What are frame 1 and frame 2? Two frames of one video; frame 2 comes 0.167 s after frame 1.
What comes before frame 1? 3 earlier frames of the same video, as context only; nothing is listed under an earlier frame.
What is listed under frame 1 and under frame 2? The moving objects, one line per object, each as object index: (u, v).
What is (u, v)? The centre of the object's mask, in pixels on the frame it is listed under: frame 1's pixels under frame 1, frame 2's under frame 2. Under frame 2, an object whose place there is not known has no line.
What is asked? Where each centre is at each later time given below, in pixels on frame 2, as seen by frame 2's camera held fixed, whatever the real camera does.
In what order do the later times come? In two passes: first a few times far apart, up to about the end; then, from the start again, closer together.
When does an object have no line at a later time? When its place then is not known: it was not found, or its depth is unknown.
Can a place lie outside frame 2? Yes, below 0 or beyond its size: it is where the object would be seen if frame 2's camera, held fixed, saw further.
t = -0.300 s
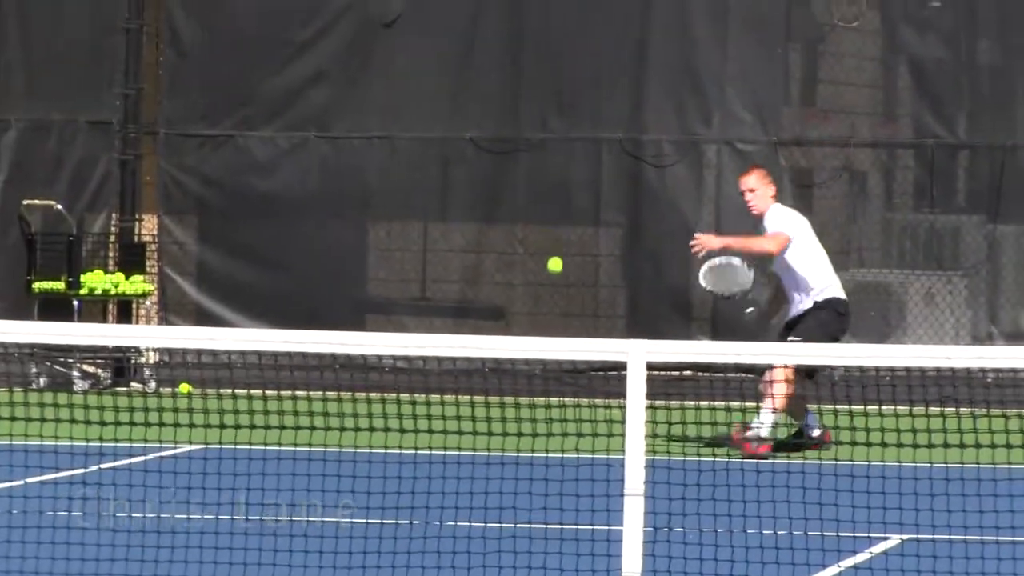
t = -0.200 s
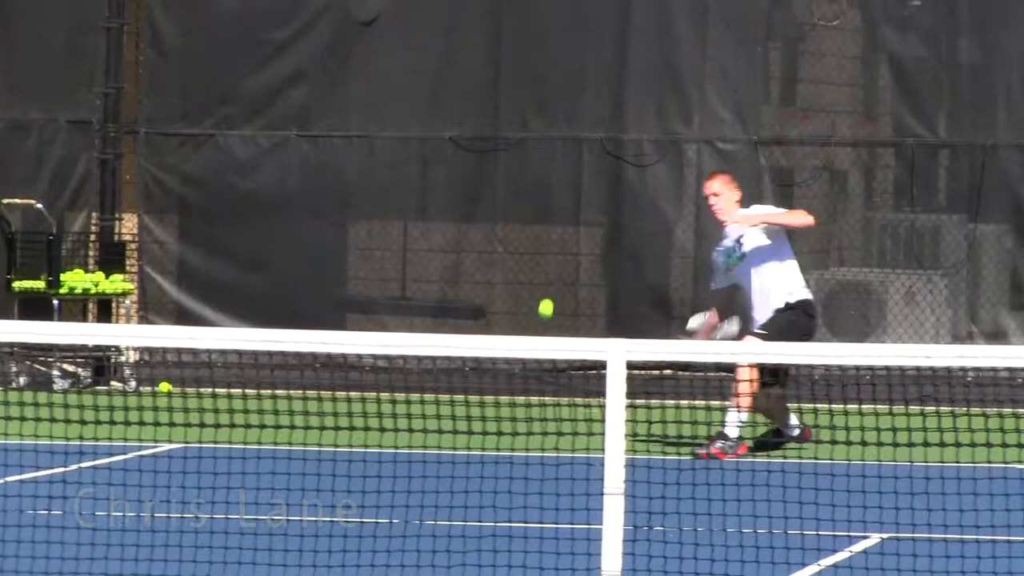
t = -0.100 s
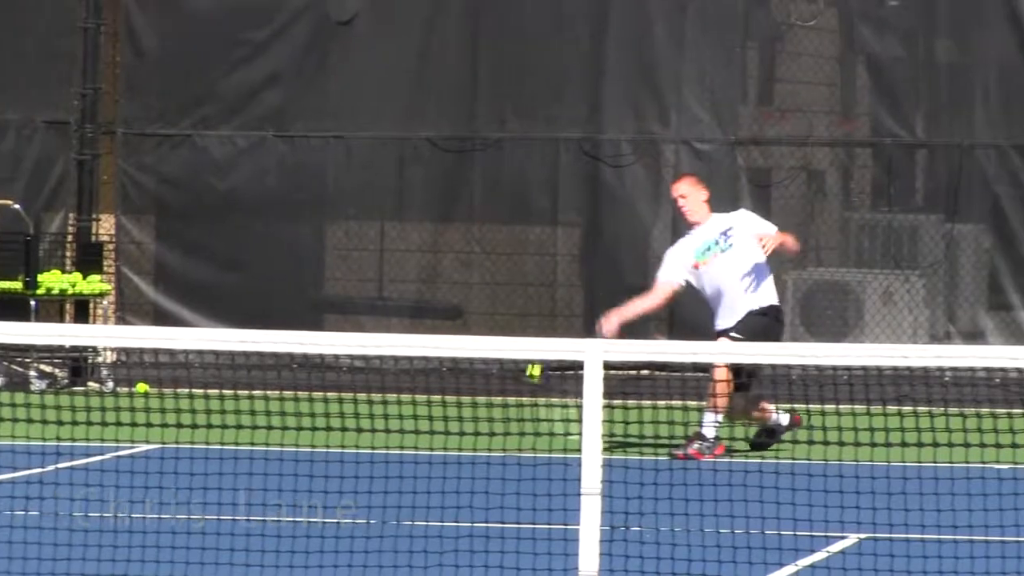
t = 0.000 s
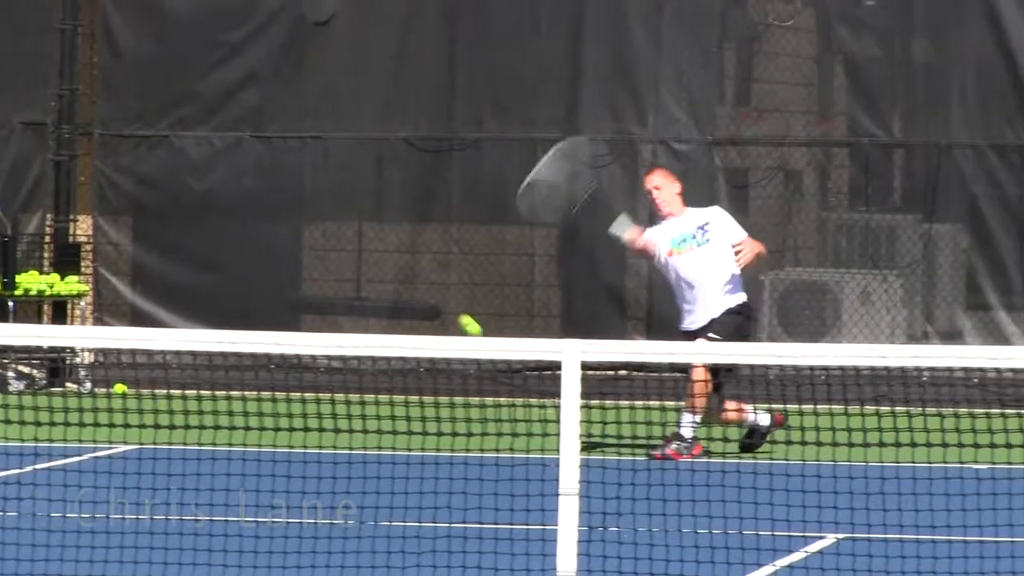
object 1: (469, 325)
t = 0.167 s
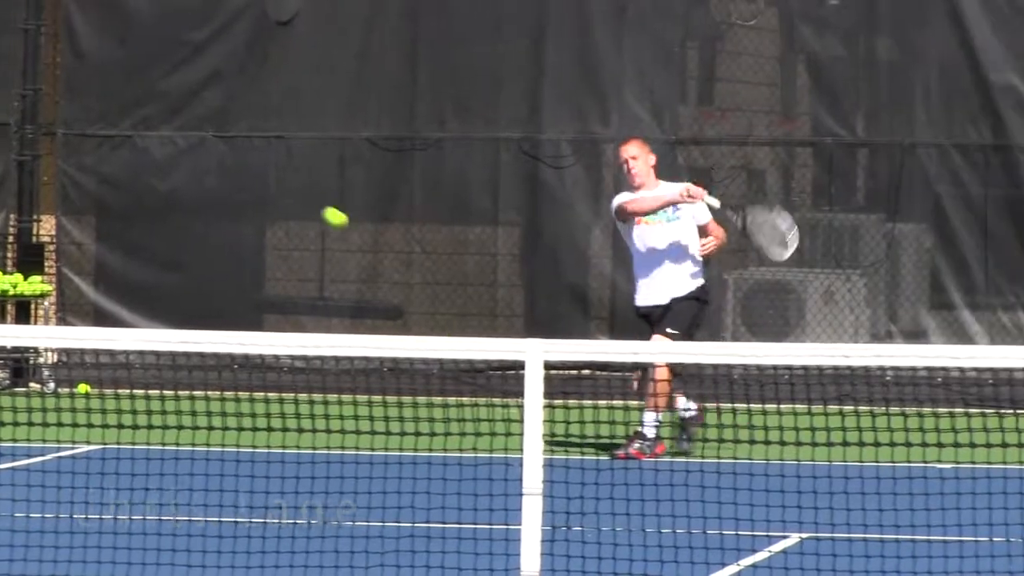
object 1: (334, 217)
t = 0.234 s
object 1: (292, 191)
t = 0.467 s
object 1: (126, 214)
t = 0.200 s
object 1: (313, 202)
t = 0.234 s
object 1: (292, 191)
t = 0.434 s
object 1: (151, 197)
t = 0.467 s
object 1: (126, 214)
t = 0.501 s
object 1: (99, 238)
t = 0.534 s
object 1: (72, 269)
